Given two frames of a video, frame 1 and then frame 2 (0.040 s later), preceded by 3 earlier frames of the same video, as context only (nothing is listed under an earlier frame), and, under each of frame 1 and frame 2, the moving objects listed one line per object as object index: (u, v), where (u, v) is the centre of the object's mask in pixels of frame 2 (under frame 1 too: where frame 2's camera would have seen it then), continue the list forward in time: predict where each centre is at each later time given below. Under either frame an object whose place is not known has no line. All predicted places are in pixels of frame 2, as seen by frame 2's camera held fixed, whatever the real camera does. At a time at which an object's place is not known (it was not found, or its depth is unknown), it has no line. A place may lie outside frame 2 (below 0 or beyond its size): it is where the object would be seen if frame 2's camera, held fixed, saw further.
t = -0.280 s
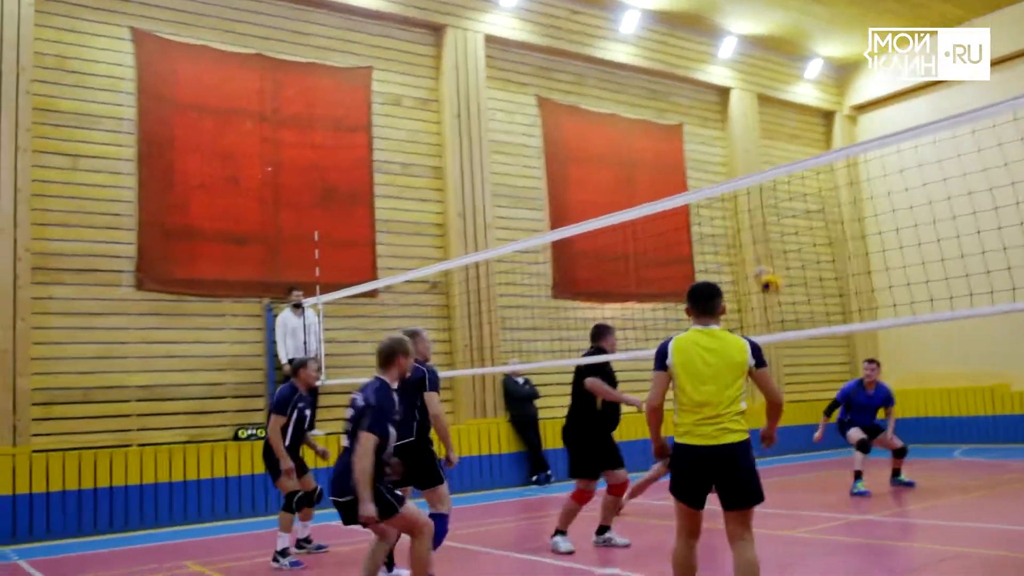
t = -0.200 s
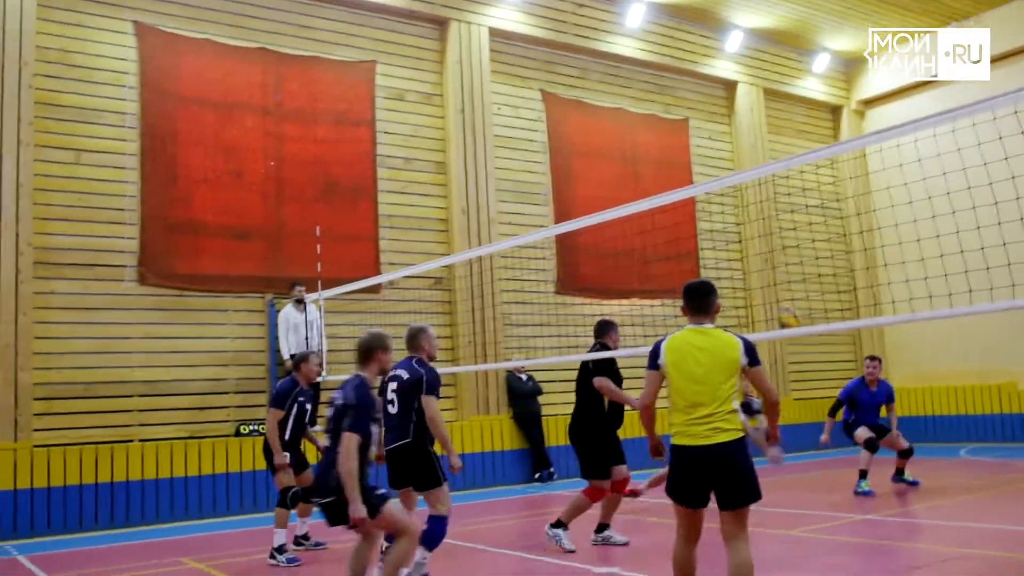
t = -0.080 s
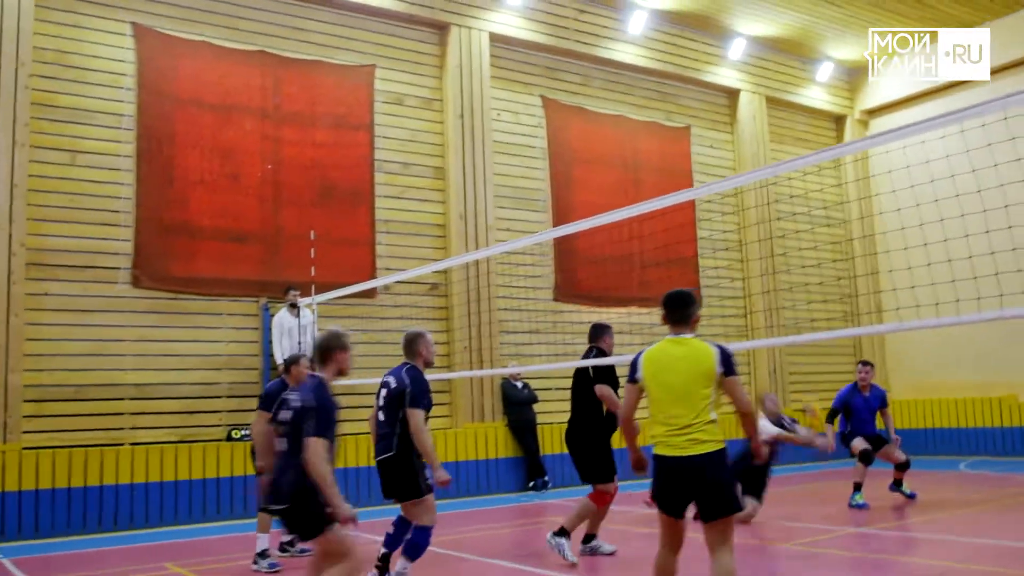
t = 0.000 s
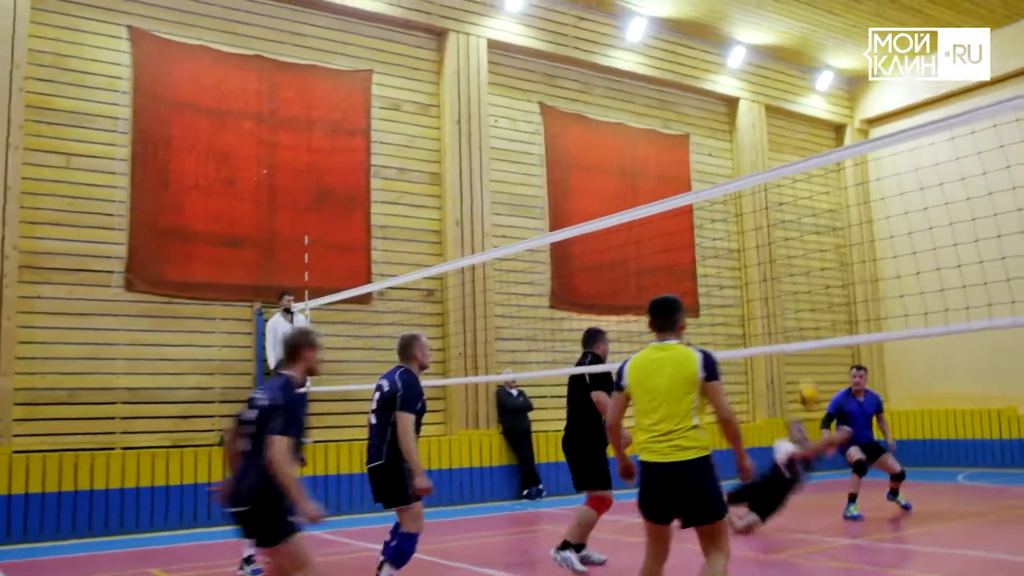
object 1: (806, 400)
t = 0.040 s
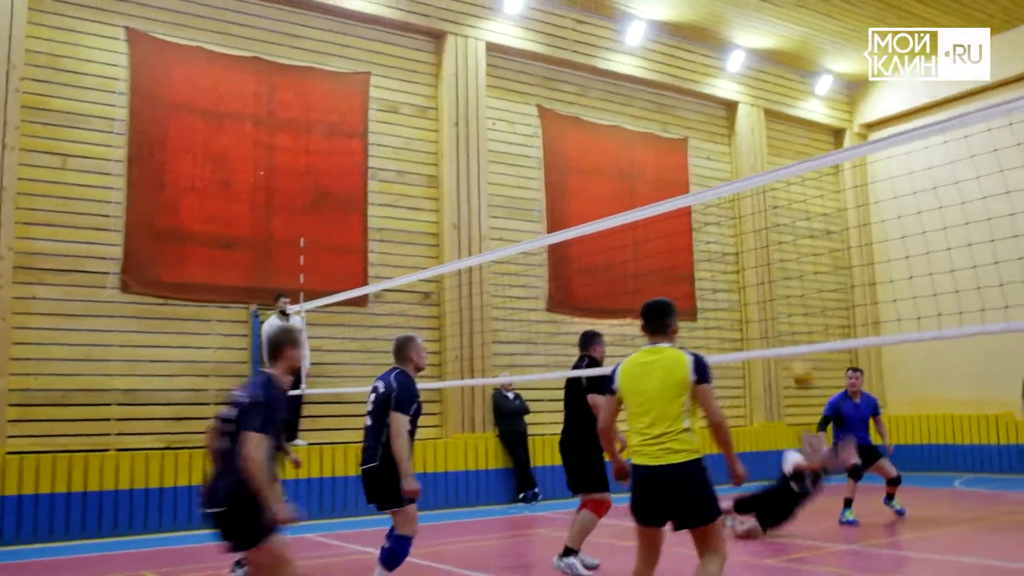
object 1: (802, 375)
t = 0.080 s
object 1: (799, 360)
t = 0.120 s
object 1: (796, 332)
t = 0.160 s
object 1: (792, 313)
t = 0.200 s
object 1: (789, 299)
